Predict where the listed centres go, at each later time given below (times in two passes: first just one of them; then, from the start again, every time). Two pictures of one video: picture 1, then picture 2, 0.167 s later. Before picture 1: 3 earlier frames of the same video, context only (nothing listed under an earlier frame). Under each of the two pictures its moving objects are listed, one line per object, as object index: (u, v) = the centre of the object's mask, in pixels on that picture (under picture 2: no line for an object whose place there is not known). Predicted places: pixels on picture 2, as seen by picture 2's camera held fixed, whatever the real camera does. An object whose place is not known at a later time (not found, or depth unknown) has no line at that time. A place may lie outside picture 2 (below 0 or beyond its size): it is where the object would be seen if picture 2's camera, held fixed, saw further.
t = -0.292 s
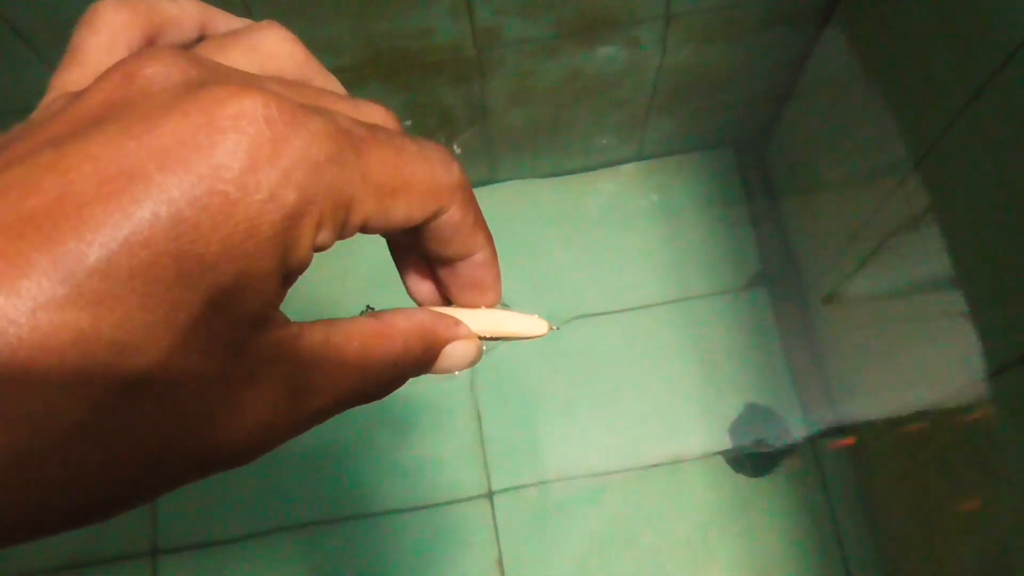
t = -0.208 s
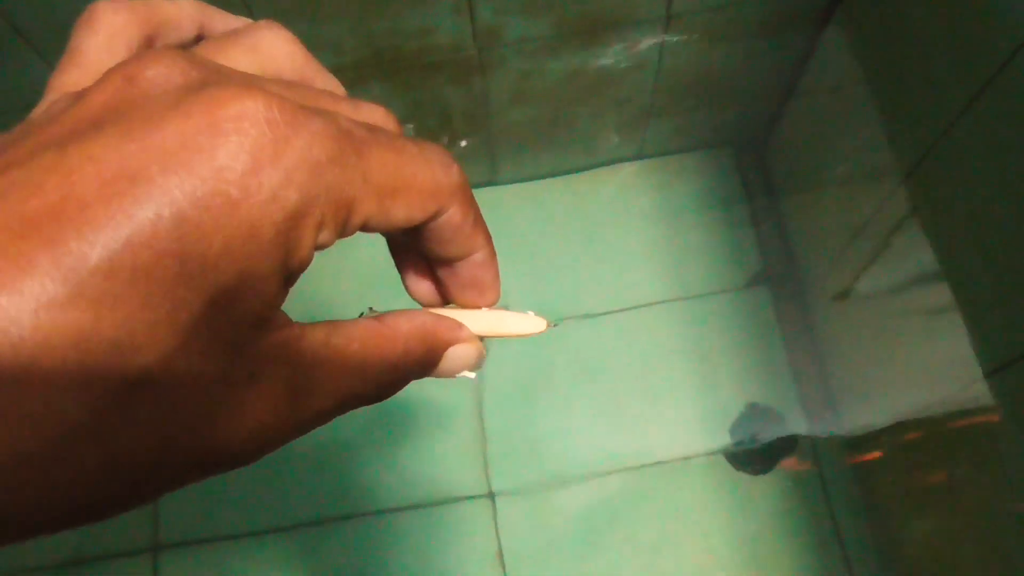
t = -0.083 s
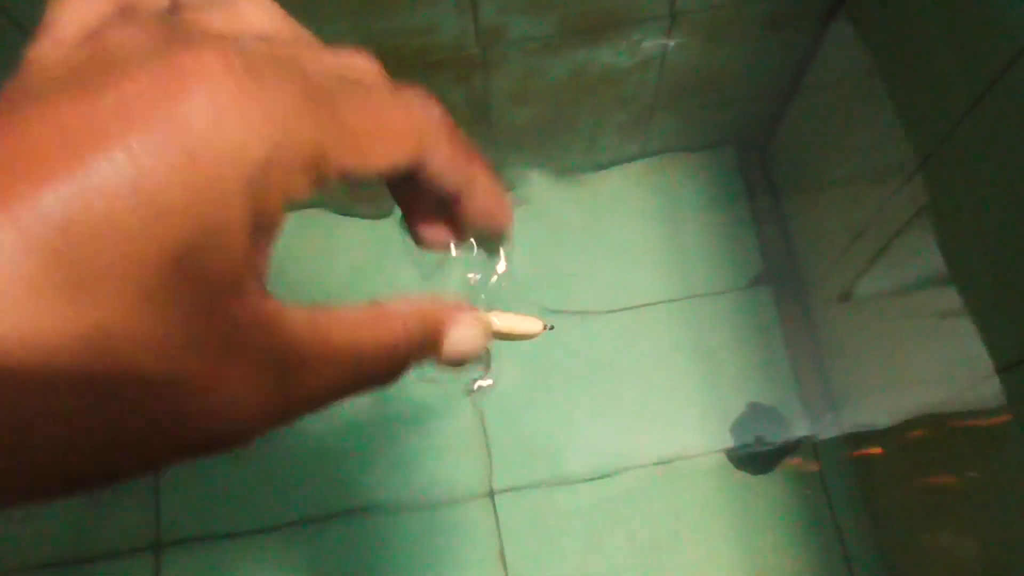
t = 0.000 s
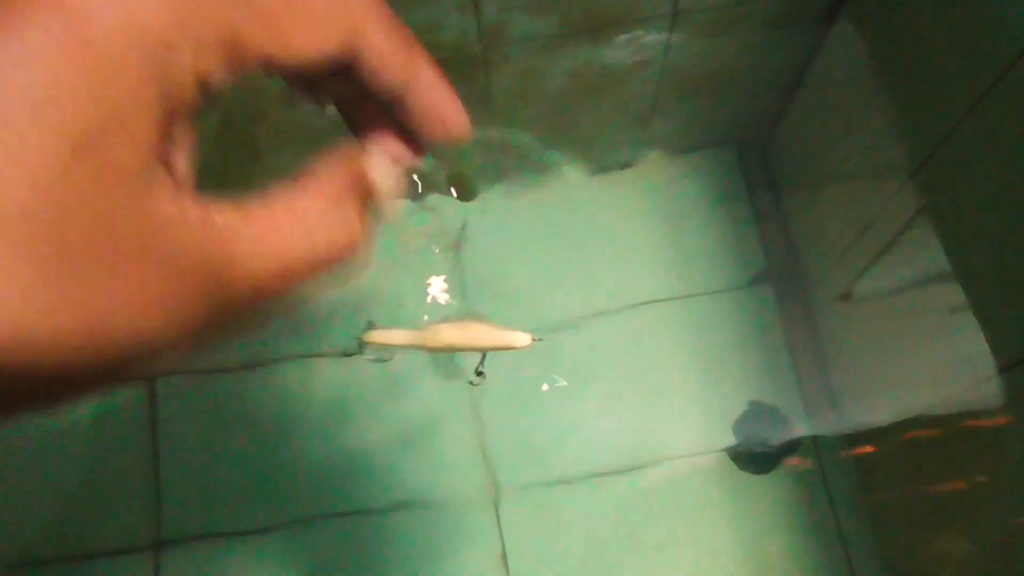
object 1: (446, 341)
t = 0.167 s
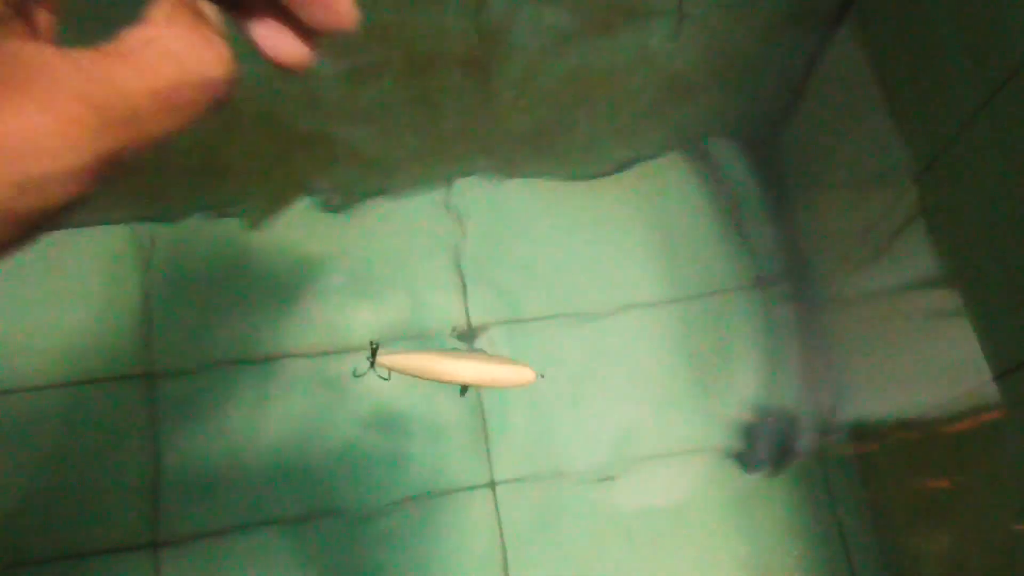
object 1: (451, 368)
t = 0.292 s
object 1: (460, 384)
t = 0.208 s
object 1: (451, 369)
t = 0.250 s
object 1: (456, 375)
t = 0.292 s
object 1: (460, 384)
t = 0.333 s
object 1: (460, 392)
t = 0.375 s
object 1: (465, 397)
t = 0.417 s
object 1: (468, 398)
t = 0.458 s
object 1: (479, 405)
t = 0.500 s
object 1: (481, 414)
